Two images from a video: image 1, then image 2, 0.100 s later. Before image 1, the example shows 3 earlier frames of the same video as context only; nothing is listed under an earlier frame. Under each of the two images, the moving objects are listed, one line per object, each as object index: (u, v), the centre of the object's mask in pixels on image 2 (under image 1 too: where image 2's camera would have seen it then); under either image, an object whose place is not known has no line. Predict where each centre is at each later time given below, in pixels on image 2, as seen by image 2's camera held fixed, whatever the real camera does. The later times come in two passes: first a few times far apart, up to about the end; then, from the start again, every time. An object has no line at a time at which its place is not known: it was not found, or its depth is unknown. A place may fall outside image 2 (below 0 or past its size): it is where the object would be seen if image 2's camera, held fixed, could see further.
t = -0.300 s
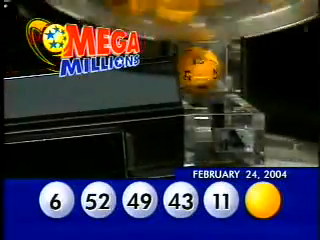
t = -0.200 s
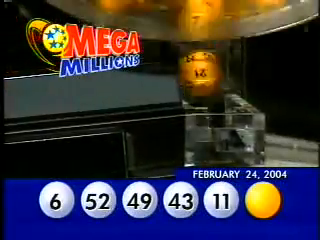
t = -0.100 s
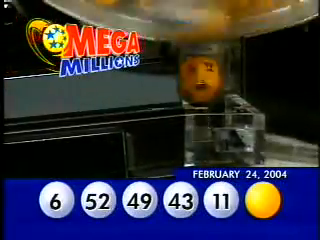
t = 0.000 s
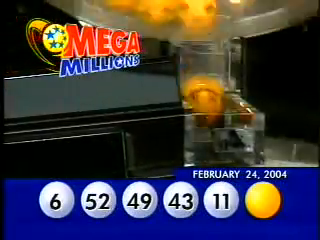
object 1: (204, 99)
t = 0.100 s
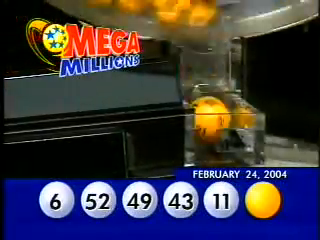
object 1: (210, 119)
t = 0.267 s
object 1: (212, 126)
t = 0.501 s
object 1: (211, 142)
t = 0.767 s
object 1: (176, 145)
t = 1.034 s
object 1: (160, 148)
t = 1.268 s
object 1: (157, 148)
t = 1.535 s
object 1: (156, 148)
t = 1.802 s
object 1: (156, 148)
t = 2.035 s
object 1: (156, 148)
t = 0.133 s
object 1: (210, 122)
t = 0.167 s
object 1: (211, 121)
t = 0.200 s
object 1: (211, 125)
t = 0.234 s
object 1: (212, 126)
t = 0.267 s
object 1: (212, 126)
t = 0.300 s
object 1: (214, 128)
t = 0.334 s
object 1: (214, 129)
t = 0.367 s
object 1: (215, 130)
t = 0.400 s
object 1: (217, 131)
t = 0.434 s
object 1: (218, 139)
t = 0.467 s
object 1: (216, 139)
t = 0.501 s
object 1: (211, 142)
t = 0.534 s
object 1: (206, 143)
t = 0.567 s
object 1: (200, 143)
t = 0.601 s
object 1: (192, 144)
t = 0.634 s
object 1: (188, 144)
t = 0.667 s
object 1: (184, 144)
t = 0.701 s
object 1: (181, 144)
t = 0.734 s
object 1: (179, 145)
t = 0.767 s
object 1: (176, 145)
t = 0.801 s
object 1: (173, 146)
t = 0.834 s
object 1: (169, 146)
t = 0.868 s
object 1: (166, 147)
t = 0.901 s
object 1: (162, 147)
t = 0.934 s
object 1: (158, 148)
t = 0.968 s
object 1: (156, 149)
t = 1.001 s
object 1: (158, 148)
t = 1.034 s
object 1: (160, 148)
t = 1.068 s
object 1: (161, 148)
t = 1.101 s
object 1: (161, 148)
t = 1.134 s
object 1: (162, 148)
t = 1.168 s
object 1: (161, 148)
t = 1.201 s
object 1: (161, 148)
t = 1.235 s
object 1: (159, 148)
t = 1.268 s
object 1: (157, 148)
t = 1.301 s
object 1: (156, 148)
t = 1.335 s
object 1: (156, 148)
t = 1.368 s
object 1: (157, 148)
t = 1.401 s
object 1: (157, 148)
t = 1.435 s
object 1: (157, 148)
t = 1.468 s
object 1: (157, 148)
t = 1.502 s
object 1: (156, 148)
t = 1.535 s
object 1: (156, 148)
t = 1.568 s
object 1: (156, 148)
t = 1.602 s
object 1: (157, 148)
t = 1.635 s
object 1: (156, 148)
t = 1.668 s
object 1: (156, 148)
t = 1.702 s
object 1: (156, 148)
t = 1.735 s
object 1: (156, 148)
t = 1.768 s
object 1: (155, 148)
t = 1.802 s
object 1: (156, 148)
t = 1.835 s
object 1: (156, 148)
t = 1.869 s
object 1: (156, 148)
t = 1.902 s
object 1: (156, 148)
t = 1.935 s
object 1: (156, 148)
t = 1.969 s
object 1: (156, 148)
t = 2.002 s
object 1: (156, 148)
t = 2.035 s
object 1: (156, 148)
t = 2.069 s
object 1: (156, 148)
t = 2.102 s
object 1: (156, 148)
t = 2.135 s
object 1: (156, 148)
